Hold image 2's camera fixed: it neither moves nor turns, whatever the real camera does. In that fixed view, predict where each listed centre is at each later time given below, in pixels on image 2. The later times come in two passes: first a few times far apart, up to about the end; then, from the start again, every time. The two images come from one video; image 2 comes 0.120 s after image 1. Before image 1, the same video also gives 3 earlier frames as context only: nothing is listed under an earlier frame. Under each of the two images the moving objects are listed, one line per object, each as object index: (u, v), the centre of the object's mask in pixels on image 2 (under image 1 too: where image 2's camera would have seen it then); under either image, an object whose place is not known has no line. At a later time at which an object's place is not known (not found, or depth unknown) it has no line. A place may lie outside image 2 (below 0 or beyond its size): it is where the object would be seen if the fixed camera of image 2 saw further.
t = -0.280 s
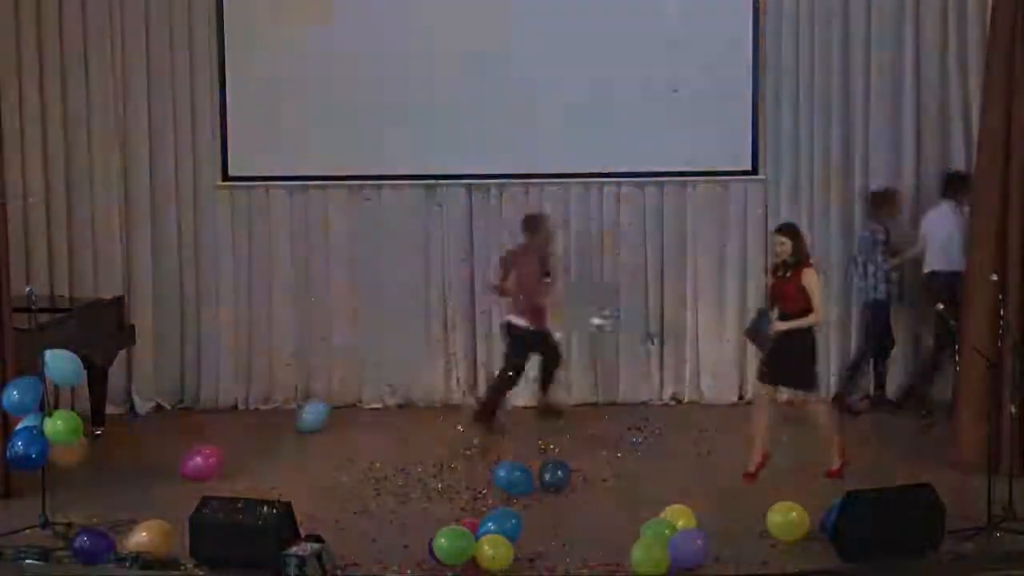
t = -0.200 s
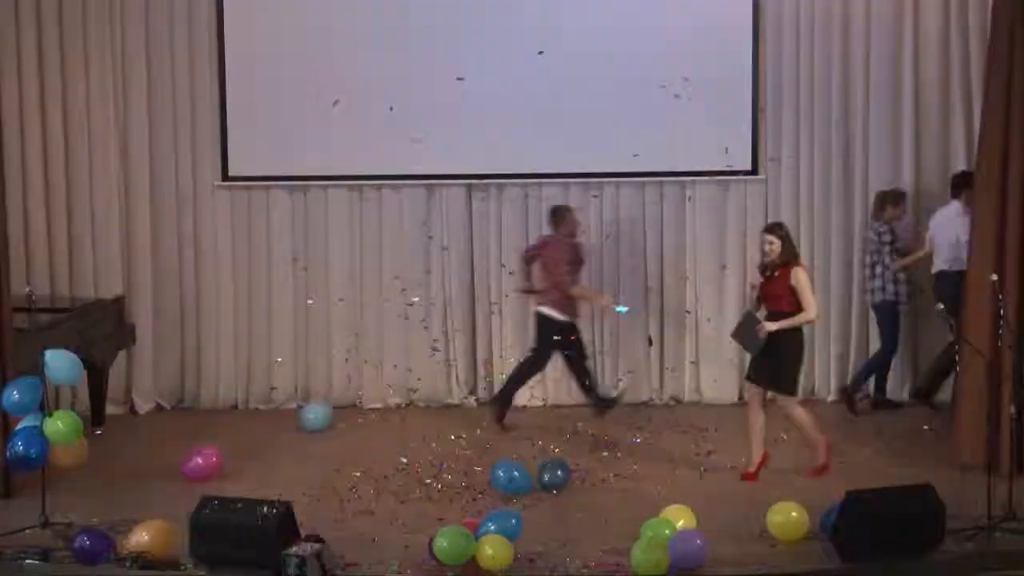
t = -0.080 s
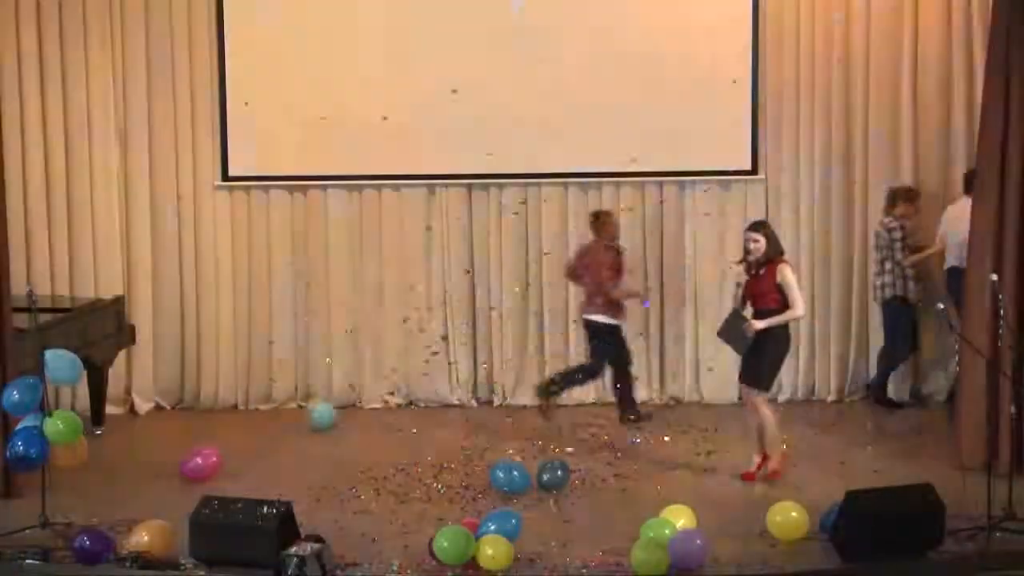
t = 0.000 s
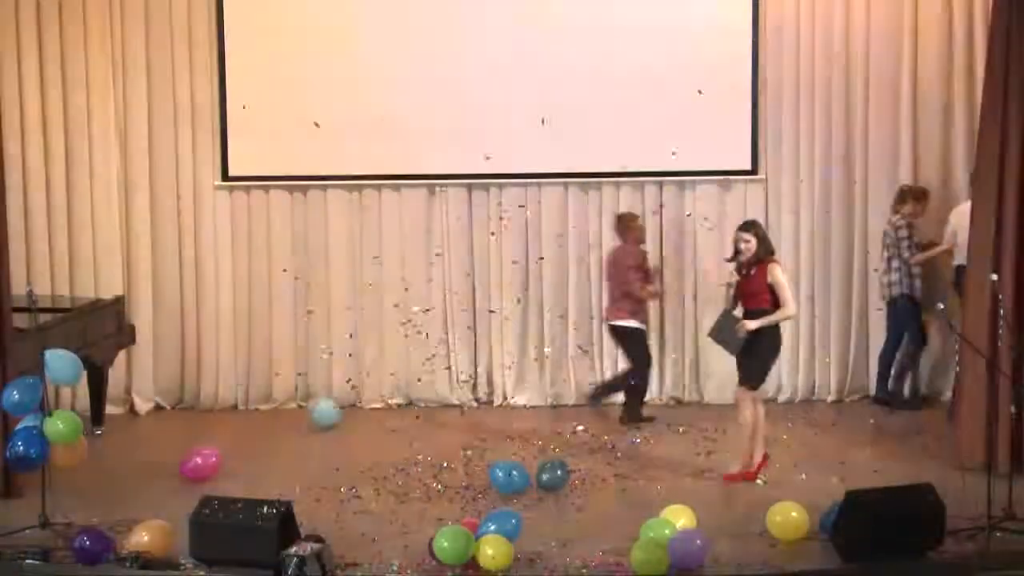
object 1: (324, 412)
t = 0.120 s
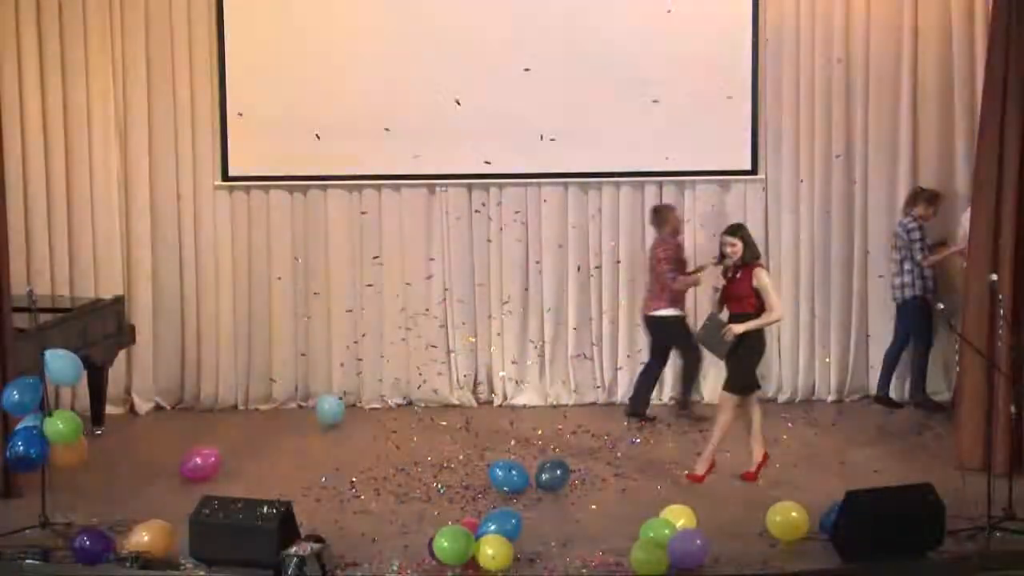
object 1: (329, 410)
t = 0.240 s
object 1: (333, 408)
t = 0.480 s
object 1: (341, 410)
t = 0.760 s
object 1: (355, 415)
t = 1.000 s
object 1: (360, 415)
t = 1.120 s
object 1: (362, 415)
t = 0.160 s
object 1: (330, 410)
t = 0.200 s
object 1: (332, 409)
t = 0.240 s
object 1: (333, 408)
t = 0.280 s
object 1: (333, 408)
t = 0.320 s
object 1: (336, 409)
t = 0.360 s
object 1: (337, 409)
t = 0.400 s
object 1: (339, 409)
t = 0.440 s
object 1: (340, 410)
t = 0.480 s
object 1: (341, 410)
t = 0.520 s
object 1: (342, 411)
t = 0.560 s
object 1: (344, 413)
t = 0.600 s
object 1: (346, 413)
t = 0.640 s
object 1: (349, 414)
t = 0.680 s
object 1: (351, 414)
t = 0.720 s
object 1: (354, 416)
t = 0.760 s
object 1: (355, 415)
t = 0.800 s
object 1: (355, 415)
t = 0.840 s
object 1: (356, 415)
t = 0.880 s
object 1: (357, 415)
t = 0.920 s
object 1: (358, 415)
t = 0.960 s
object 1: (359, 414)
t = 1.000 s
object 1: (360, 415)
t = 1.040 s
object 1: (361, 415)
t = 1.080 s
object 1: (362, 414)
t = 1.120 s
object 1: (362, 415)
